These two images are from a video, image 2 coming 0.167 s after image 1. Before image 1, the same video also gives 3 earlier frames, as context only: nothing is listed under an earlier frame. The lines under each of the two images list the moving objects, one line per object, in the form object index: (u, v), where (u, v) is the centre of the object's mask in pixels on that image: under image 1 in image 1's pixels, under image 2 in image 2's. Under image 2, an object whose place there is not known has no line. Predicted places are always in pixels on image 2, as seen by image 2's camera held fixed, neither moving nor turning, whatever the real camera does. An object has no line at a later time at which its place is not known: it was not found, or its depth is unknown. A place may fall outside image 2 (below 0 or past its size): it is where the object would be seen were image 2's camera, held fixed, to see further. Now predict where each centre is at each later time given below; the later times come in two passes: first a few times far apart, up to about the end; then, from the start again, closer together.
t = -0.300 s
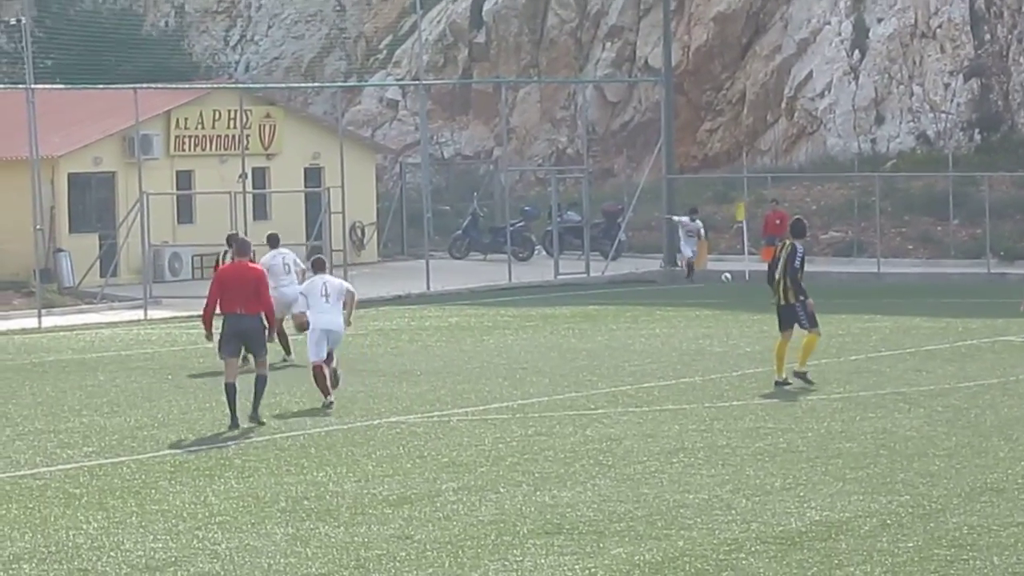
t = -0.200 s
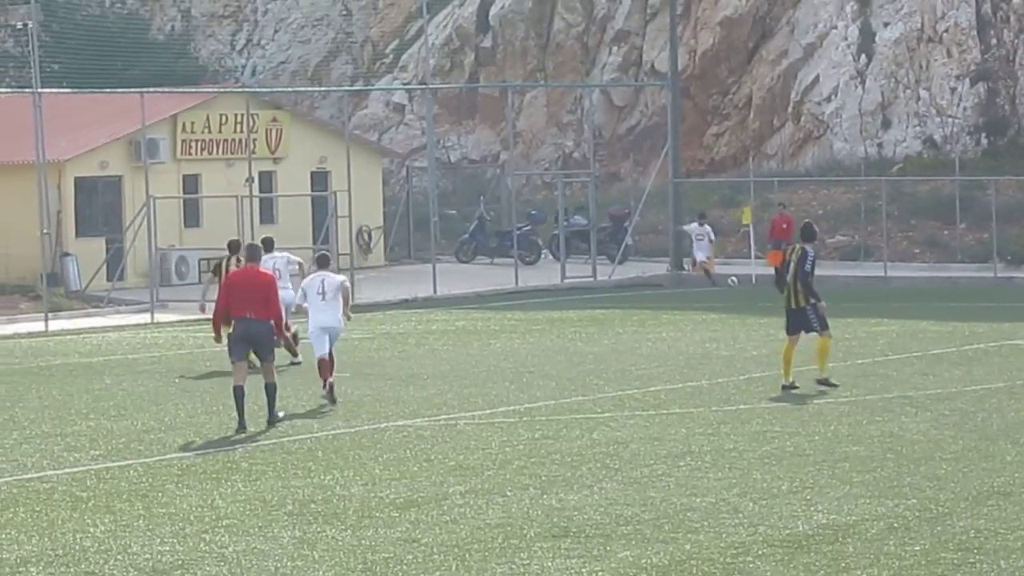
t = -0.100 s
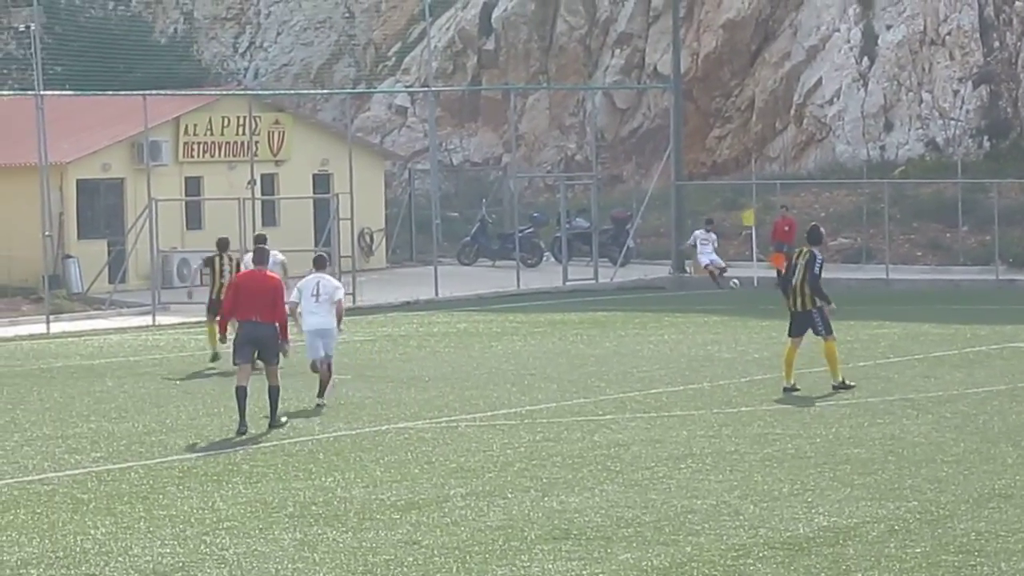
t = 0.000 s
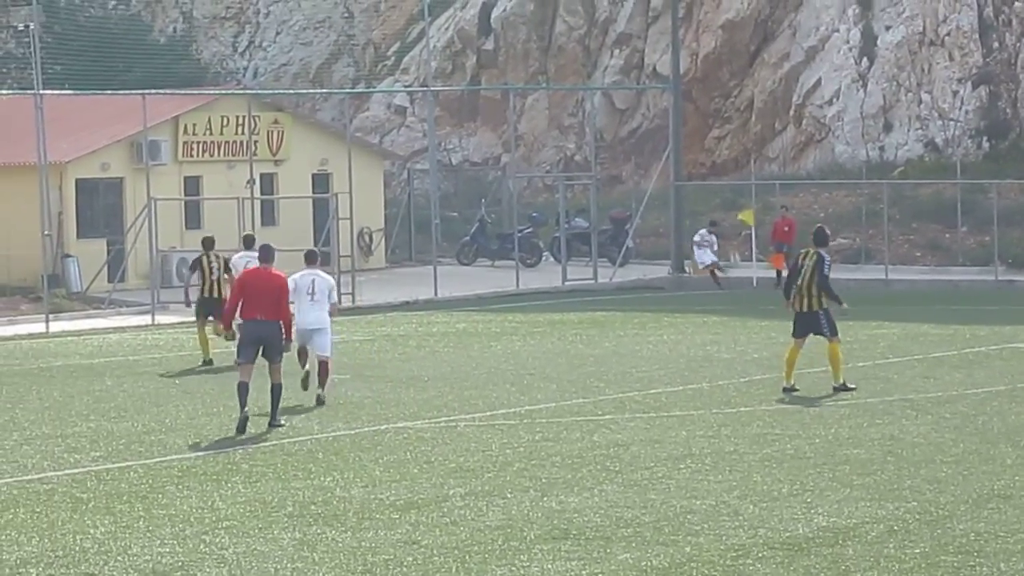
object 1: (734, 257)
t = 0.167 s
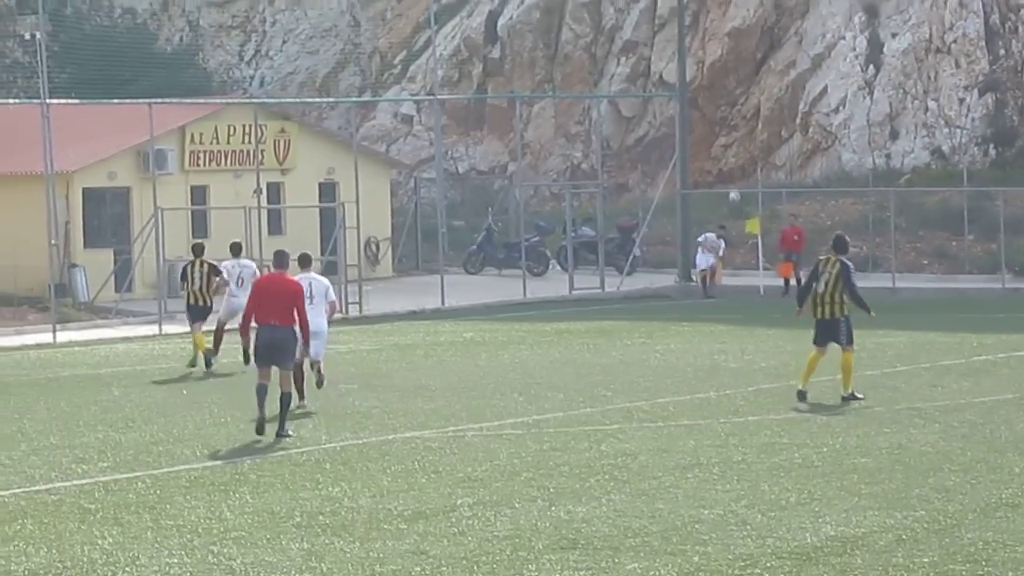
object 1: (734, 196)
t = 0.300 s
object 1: (721, 141)
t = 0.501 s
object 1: (685, 70)
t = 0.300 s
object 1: (721, 141)
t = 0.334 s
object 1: (720, 127)
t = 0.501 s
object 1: (685, 70)
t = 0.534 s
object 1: (677, 60)
